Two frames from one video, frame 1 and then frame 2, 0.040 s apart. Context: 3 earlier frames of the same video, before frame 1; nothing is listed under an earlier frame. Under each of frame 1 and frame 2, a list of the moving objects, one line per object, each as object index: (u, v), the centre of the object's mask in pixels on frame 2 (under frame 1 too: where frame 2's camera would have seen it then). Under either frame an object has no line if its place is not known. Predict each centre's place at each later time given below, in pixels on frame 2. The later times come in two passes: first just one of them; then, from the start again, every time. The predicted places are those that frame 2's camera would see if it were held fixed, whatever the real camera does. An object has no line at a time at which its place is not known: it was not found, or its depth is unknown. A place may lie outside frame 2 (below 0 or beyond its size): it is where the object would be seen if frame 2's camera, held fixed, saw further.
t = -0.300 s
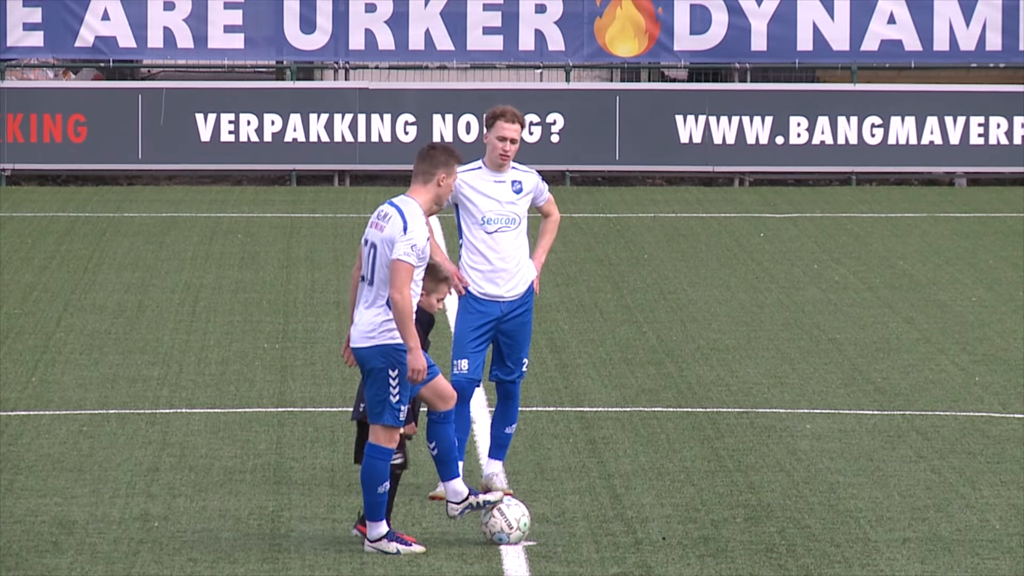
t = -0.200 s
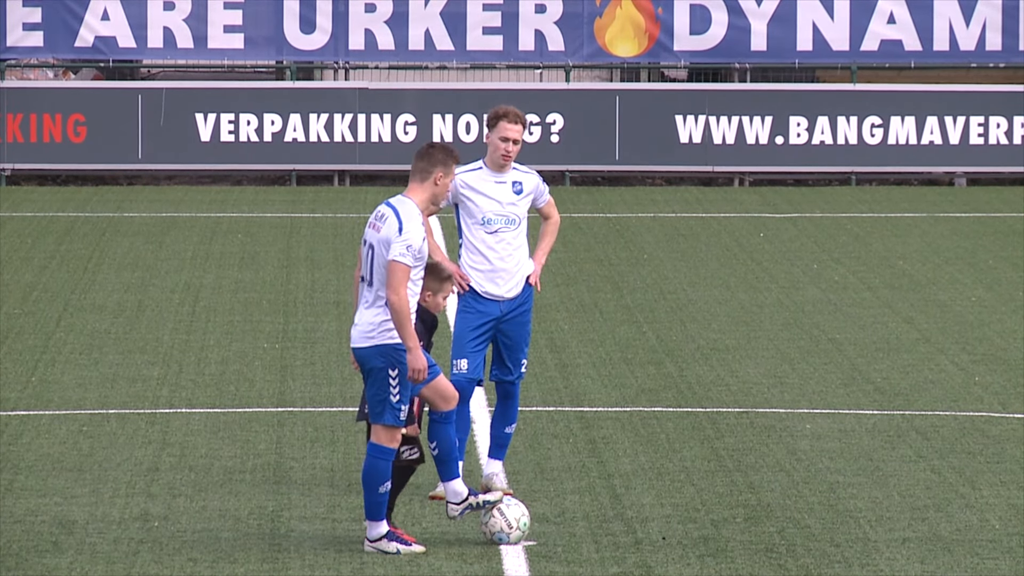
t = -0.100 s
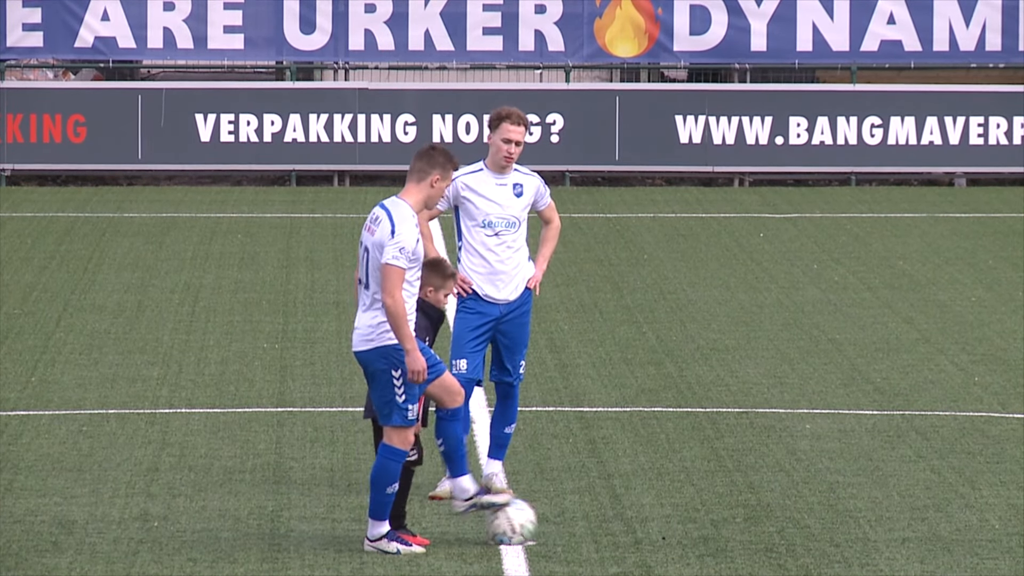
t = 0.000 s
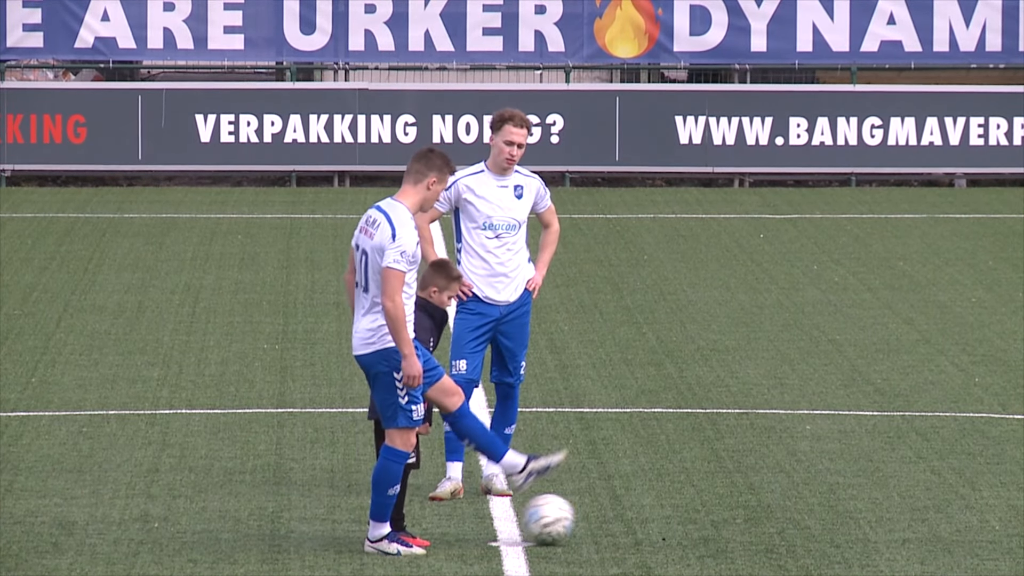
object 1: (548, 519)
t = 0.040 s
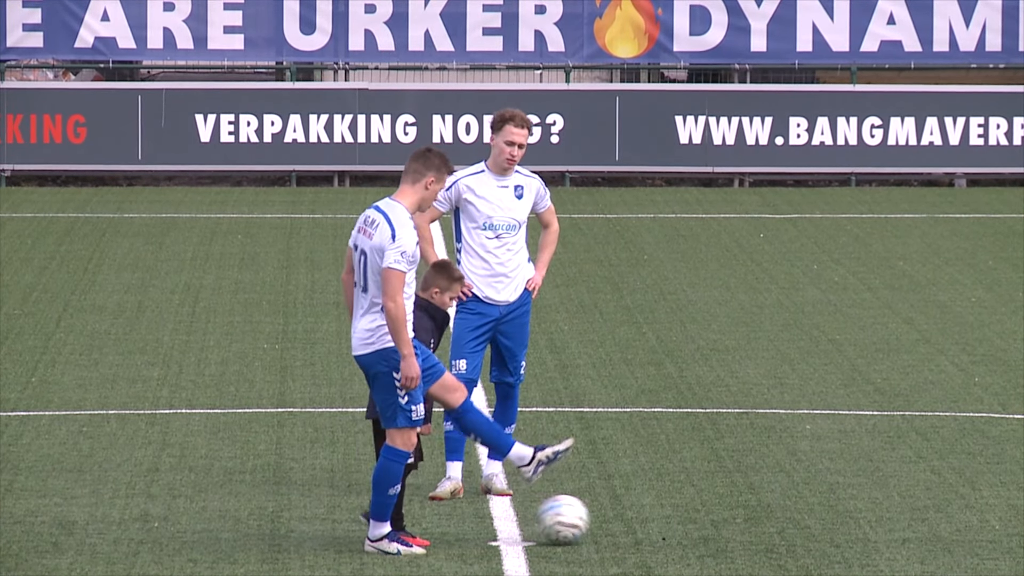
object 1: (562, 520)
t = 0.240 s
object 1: (639, 517)
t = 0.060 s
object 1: (570, 521)
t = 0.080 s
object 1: (578, 520)
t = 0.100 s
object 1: (585, 520)
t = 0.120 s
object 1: (592, 519)
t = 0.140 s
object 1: (600, 520)
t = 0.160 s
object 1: (609, 519)
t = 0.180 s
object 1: (614, 521)
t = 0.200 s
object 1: (623, 522)
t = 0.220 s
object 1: (629, 521)
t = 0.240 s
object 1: (639, 517)
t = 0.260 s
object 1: (645, 519)
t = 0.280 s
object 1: (650, 521)
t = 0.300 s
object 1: (657, 521)
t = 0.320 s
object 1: (664, 523)
